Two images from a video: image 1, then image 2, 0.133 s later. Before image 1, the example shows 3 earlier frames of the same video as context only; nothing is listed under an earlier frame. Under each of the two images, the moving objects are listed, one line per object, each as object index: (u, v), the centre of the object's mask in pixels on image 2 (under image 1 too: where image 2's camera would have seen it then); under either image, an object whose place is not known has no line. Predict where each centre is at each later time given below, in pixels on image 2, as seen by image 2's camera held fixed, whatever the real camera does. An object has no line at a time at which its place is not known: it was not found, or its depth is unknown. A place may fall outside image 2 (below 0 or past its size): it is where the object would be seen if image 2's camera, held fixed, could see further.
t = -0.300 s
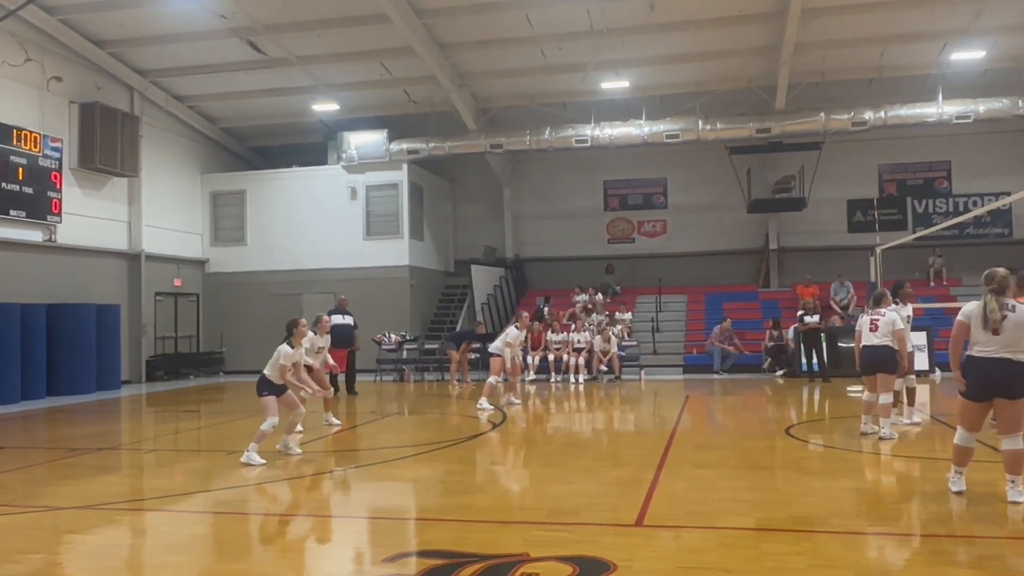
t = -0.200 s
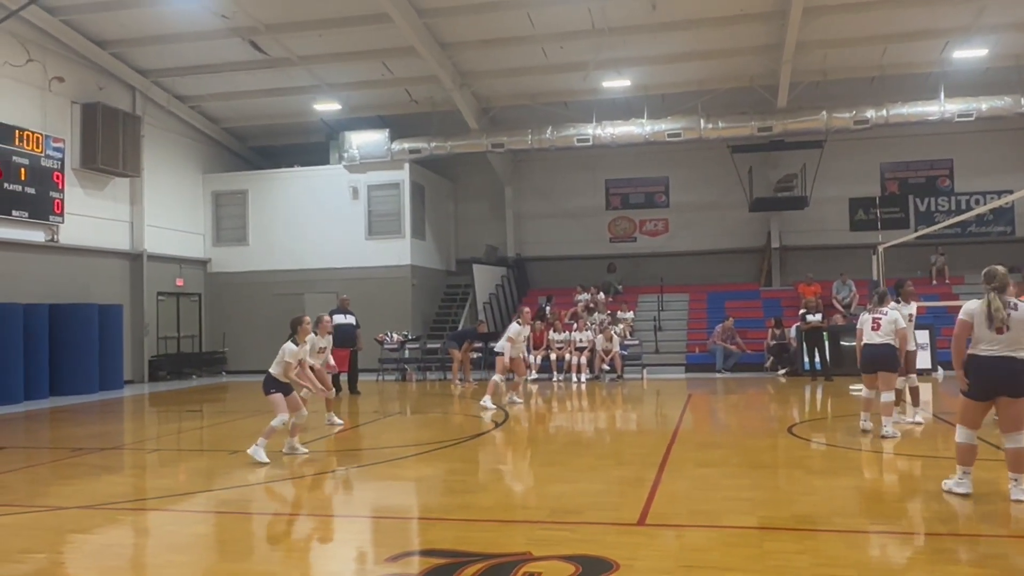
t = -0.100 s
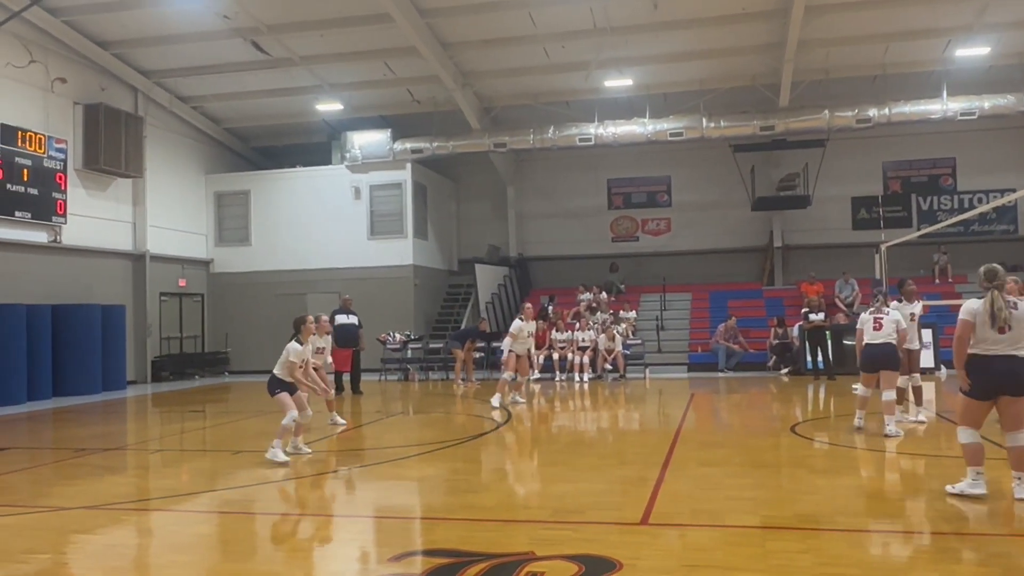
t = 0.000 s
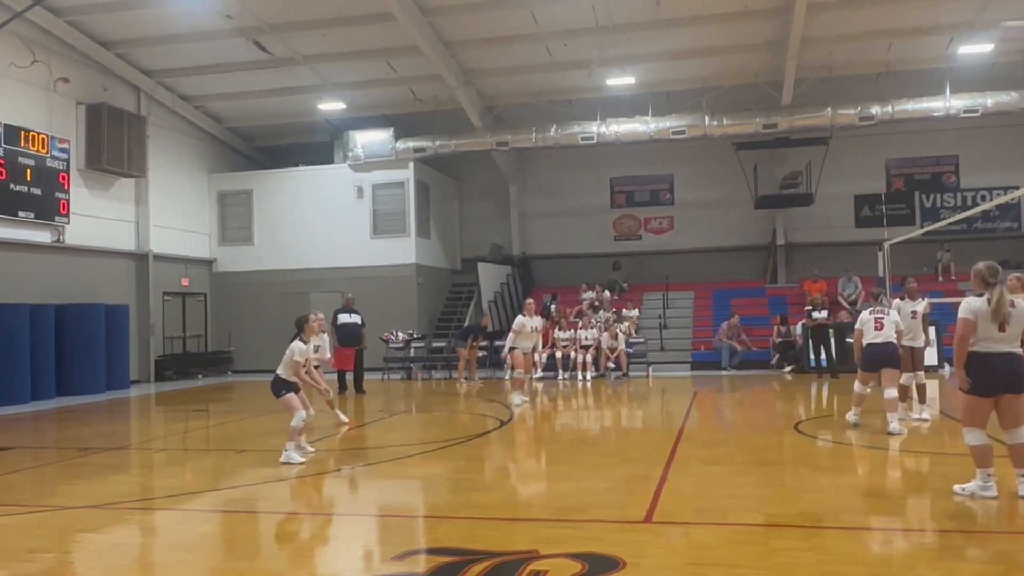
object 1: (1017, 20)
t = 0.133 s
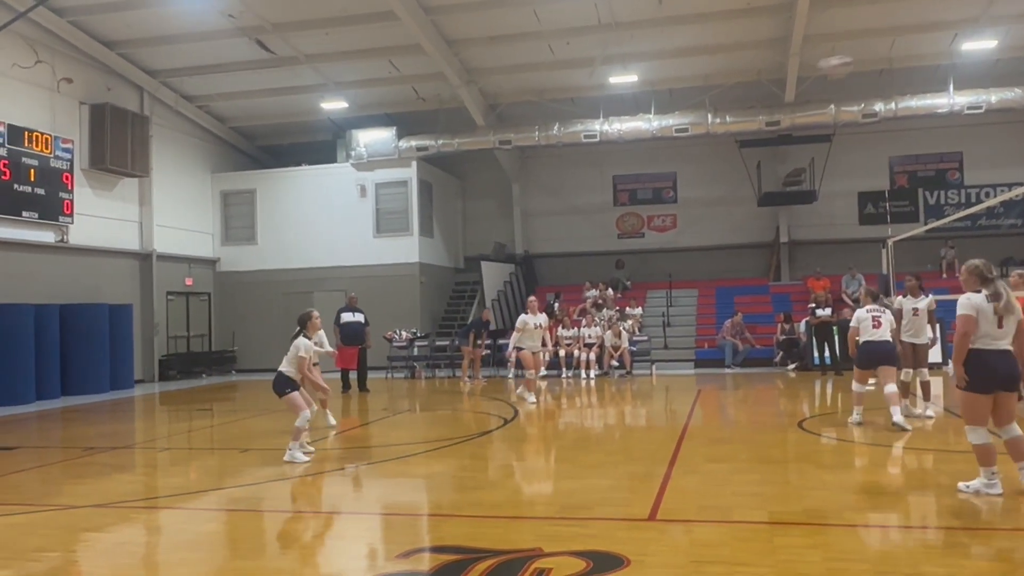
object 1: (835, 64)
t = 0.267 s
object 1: (671, 115)
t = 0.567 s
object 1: (375, 271)
